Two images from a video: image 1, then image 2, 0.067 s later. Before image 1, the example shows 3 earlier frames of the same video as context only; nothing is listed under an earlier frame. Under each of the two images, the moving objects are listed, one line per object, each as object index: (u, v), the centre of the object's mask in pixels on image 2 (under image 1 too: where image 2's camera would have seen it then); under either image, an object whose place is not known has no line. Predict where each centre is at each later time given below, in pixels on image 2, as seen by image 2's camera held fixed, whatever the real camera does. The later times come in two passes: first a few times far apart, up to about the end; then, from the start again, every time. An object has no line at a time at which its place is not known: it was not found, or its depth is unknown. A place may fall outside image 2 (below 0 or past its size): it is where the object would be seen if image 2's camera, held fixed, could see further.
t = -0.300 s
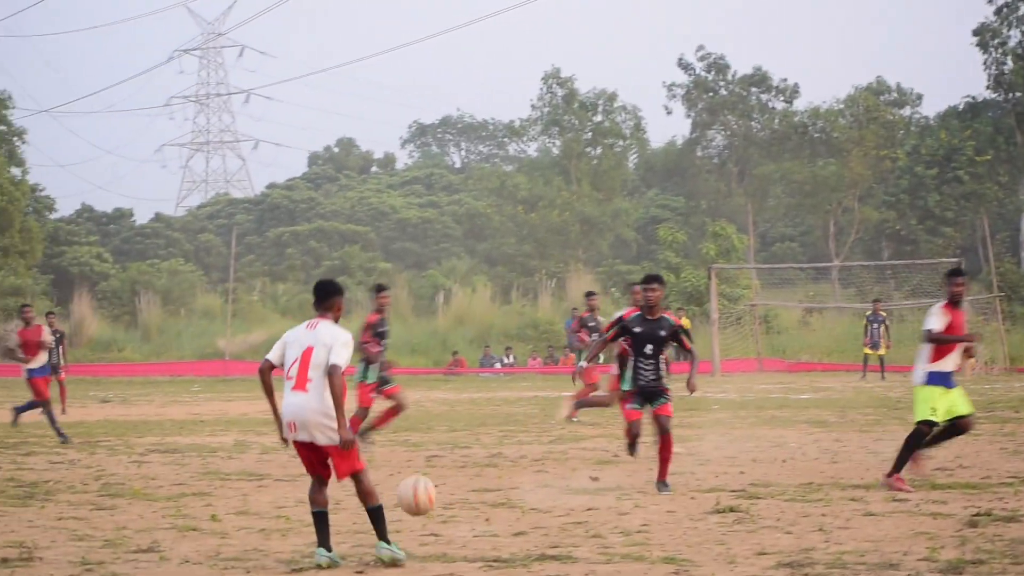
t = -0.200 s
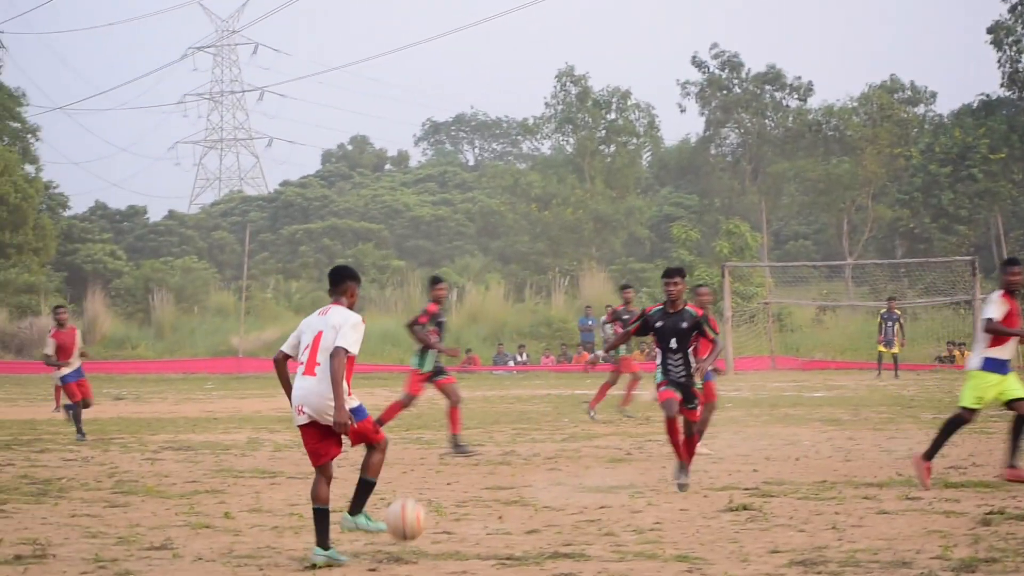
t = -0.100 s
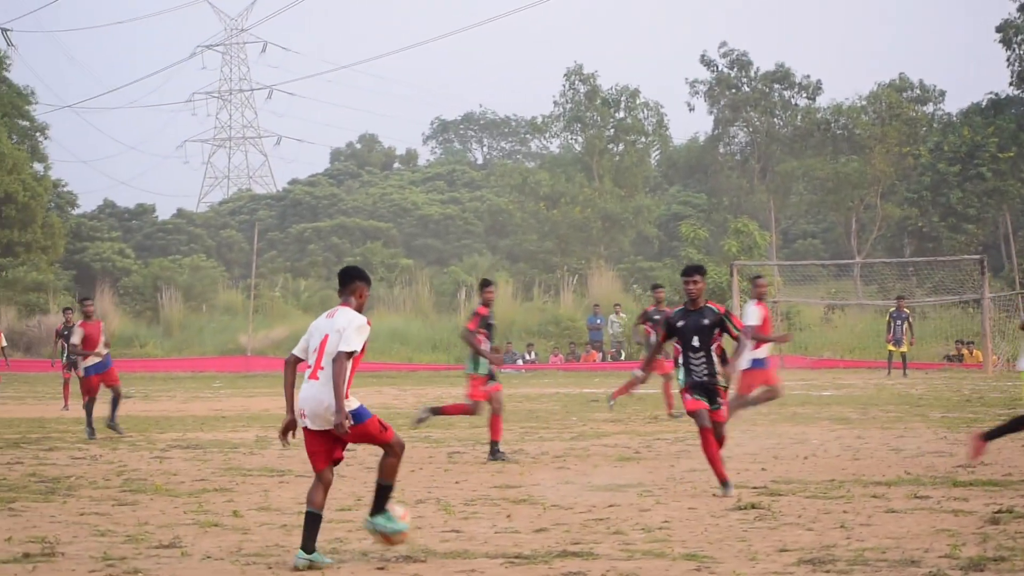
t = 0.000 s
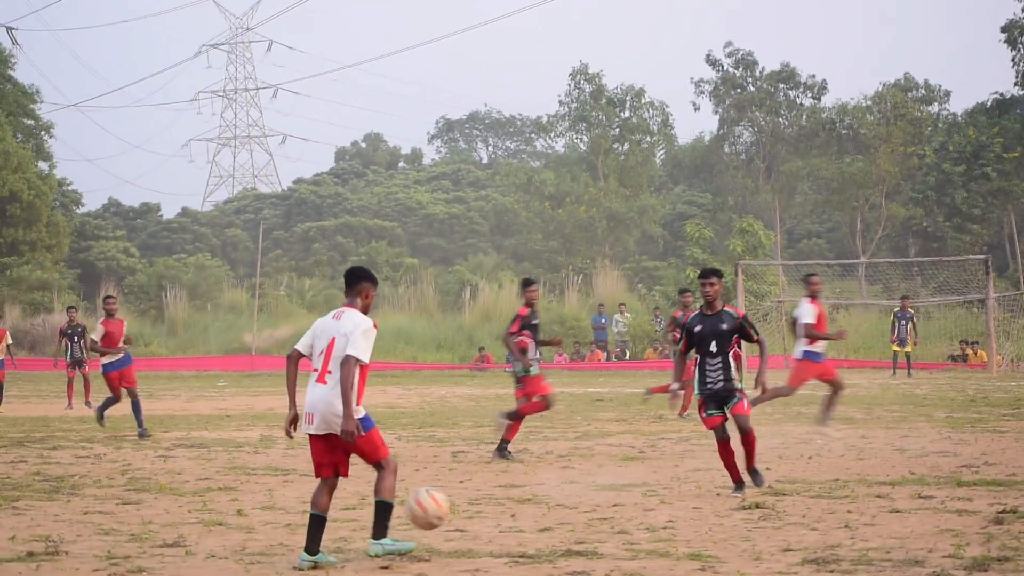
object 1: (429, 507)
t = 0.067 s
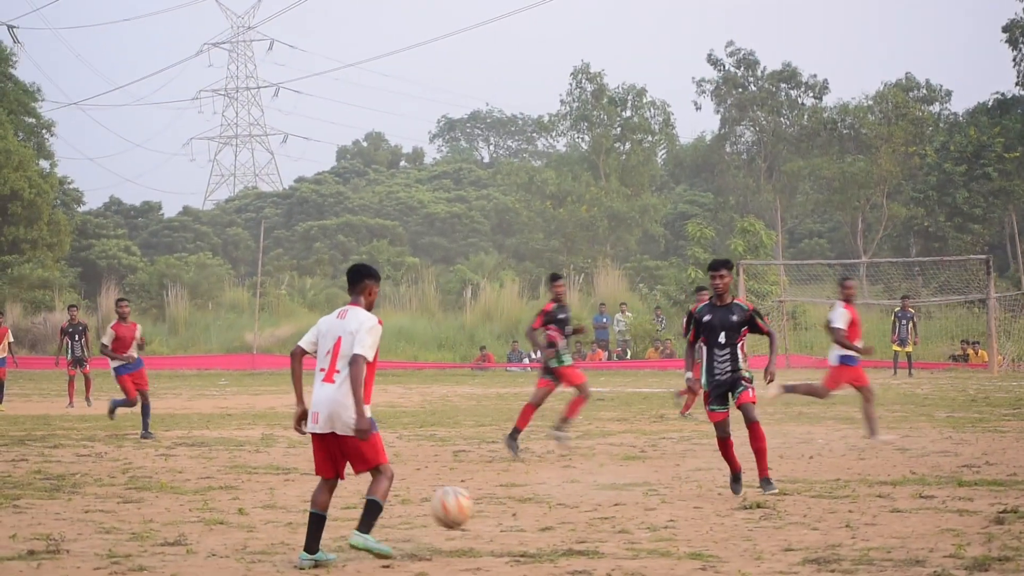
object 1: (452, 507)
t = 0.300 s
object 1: (505, 512)
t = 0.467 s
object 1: (517, 523)
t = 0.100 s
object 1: (462, 509)
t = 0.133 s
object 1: (472, 514)
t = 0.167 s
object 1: (484, 522)
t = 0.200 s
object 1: (495, 531)
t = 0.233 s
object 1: (498, 524)
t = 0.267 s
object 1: (501, 517)
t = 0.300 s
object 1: (505, 512)
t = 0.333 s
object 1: (507, 509)
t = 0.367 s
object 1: (510, 509)
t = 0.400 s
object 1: (513, 510)
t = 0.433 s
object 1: (516, 513)
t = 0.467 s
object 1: (517, 523)
